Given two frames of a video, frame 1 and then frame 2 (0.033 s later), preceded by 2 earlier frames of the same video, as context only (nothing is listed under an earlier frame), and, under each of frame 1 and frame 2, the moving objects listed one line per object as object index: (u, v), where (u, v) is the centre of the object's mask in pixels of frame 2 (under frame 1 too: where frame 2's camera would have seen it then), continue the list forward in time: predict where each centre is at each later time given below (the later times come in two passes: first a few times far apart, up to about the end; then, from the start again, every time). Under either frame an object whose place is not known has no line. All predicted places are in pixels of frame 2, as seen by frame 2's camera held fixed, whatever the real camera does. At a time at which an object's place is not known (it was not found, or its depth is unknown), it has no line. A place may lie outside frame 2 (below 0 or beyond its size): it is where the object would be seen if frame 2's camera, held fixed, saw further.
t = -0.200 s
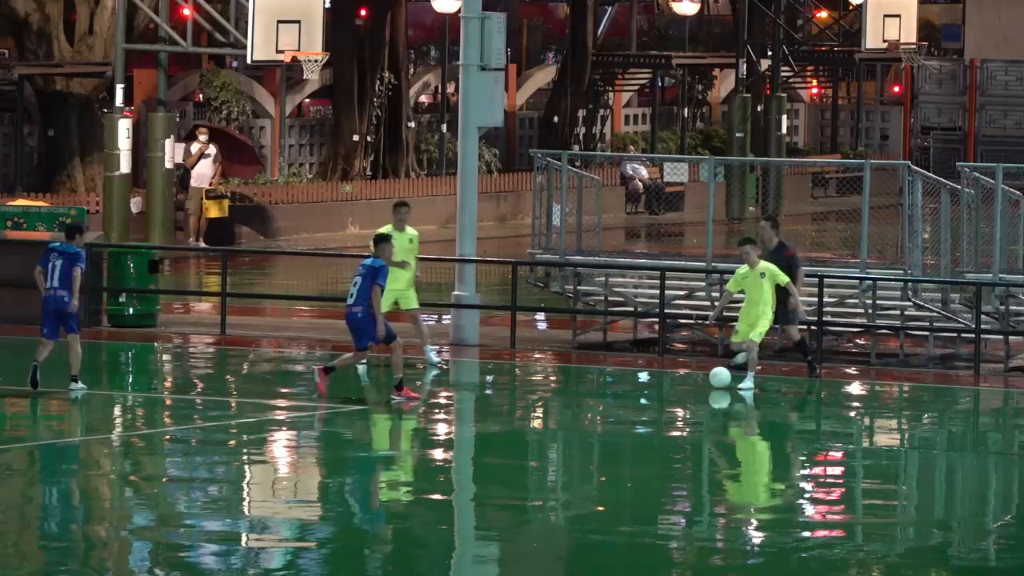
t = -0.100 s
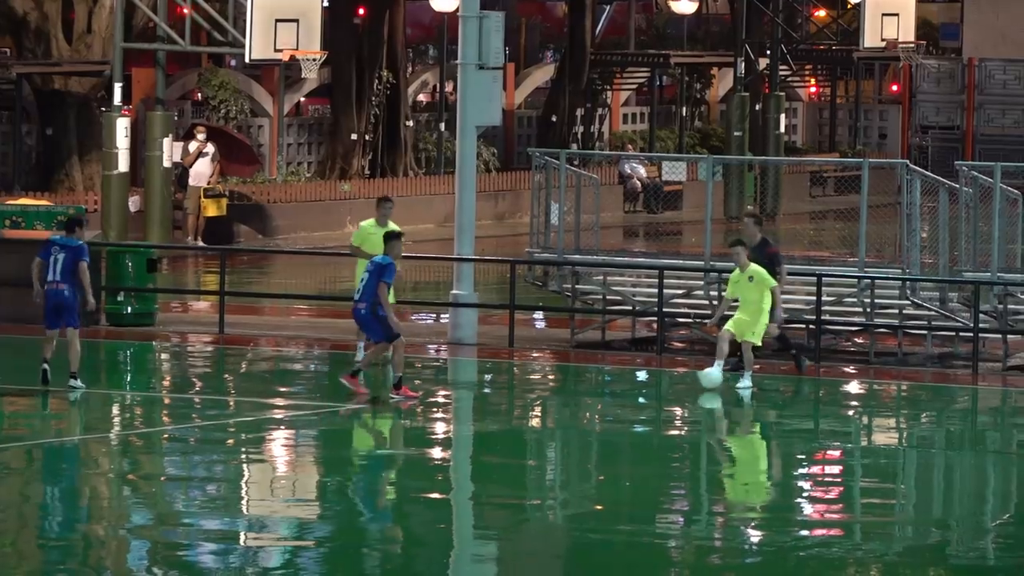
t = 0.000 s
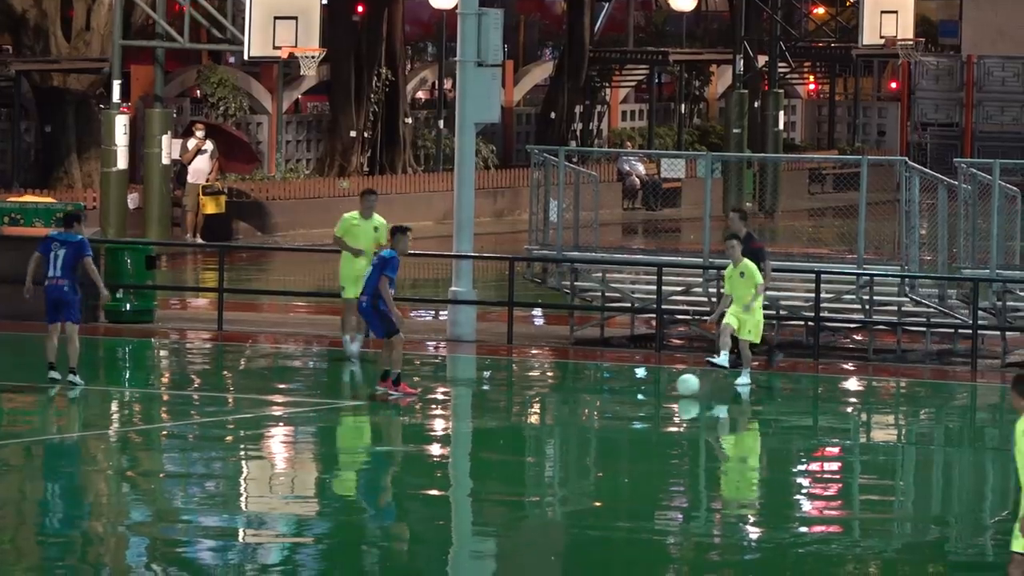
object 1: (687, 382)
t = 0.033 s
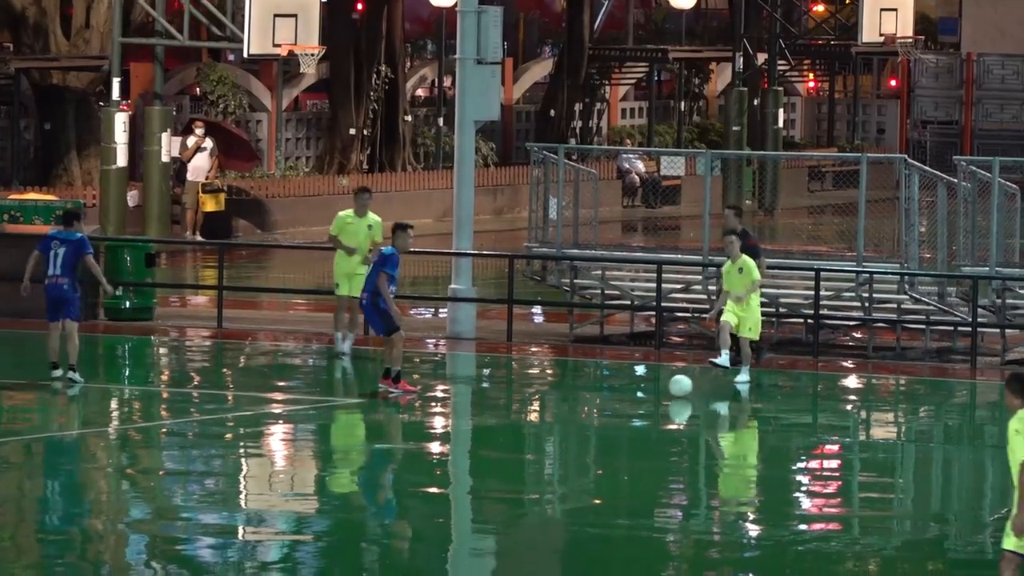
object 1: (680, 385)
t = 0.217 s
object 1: (642, 406)
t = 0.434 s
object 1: (600, 430)
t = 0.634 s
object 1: (564, 453)
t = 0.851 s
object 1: (530, 476)
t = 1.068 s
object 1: (501, 495)
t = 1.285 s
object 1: (477, 513)
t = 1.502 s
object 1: (454, 535)
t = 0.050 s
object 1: (677, 387)
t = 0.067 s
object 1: (673, 388)
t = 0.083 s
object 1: (670, 390)
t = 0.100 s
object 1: (666, 392)
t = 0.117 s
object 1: (663, 394)
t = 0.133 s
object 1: (659, 396)
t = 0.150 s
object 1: (656, 399)
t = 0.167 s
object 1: (653, 400)
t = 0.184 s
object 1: (649, 402)
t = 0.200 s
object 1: (645, 404)
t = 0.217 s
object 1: (642, 406)
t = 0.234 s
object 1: (639, 408)
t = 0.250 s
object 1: (636, 409)
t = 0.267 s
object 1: (632, 410)
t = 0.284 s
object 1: (629, 412)
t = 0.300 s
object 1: (625, 414)
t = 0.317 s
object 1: (622, 416)
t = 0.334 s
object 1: (619, 419)
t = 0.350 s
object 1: (616, 420)
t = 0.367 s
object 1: (613, 422)
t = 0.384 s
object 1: (609, 424)
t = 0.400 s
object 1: (606, 426)
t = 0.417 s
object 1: (603, 428)
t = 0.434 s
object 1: (600, 430)
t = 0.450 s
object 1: (597, 432)
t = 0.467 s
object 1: (593, 434)
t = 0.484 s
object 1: (590, 436)
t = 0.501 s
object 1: (587, 438)
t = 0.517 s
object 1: (584, 440)
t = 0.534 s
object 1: (581, 441)
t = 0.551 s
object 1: (578, 443)
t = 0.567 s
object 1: (575, 445)
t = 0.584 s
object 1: (573, 447)
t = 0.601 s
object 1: (570, 449)
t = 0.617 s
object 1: (567, 451)
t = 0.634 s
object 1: (564, 453)
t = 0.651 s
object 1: (561, 455)
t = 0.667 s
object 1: (559, 456)
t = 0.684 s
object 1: (556, 458)
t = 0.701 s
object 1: (553, 460)
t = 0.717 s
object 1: (550, 462)
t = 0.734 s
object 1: (548, 463)
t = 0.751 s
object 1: (545, 465)
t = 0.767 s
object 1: (542, 467)
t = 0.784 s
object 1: (540, 468)
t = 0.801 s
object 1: (537, 470)
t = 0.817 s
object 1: (535, 472)
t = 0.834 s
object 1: (532, 474)
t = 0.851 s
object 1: (530, 476)
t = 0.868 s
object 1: (527, 478)
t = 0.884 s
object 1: (525, 479)
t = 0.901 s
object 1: (522, 481)
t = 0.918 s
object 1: (520, 482)
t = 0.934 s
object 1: (518, 483)
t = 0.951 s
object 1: (515, 484)
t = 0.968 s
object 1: (513, 486)
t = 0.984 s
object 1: (511, 487)
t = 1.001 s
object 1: (509, 489)
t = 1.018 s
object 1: (507, 491)
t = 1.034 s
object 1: (505, 493)
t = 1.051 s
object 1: (503, 494)
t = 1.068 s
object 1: (501, 495)
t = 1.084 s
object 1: (499, 496)
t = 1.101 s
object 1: (497, 498)
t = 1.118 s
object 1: (494, 500)
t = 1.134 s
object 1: (492, 502)
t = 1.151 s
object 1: (491, 503)
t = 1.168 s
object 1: (489, 504)
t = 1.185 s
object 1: (487, 505)
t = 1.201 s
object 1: (485, 506)
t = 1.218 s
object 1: (484, 508)
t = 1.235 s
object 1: (482, 510)
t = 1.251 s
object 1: (481, 512)
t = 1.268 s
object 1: (479, 513)
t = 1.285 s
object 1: (477, 513)
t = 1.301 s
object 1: (475, 514)
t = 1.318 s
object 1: (473, 515)
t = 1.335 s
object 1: (472, 517)
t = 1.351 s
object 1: (470, 520)
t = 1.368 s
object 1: (468, 522)
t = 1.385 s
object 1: (466, 524)
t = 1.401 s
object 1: (465, 525)
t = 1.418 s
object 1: (463, 526)
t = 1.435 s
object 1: (461, 528)
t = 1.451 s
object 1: (459, 530)
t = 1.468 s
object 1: (458, 532)
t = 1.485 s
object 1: (456, 533)
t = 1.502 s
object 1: (454, 535)
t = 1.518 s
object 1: (453, 536)
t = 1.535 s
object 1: (451, 538)
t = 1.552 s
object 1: (449, 539)
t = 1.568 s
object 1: (447, 540)
